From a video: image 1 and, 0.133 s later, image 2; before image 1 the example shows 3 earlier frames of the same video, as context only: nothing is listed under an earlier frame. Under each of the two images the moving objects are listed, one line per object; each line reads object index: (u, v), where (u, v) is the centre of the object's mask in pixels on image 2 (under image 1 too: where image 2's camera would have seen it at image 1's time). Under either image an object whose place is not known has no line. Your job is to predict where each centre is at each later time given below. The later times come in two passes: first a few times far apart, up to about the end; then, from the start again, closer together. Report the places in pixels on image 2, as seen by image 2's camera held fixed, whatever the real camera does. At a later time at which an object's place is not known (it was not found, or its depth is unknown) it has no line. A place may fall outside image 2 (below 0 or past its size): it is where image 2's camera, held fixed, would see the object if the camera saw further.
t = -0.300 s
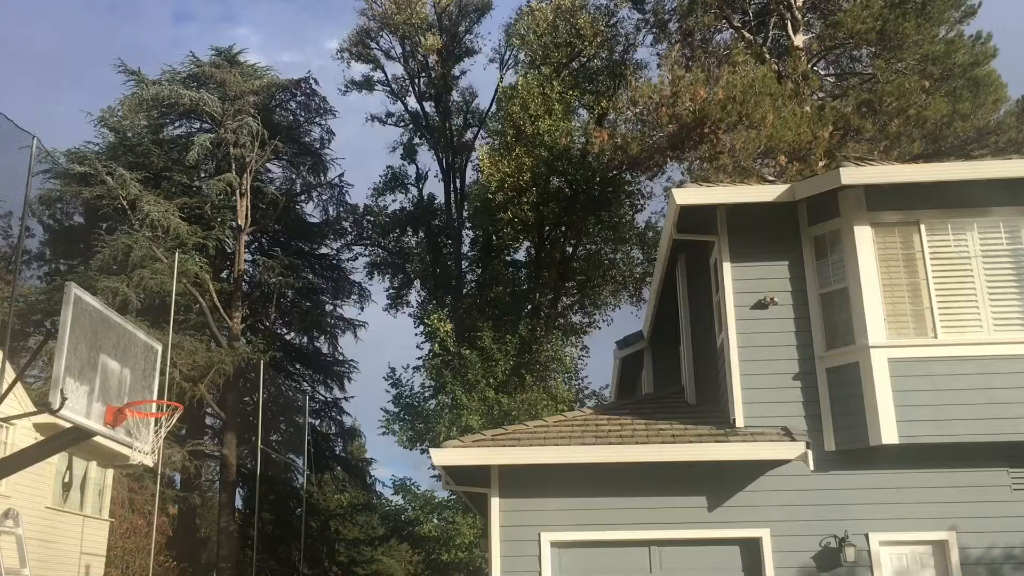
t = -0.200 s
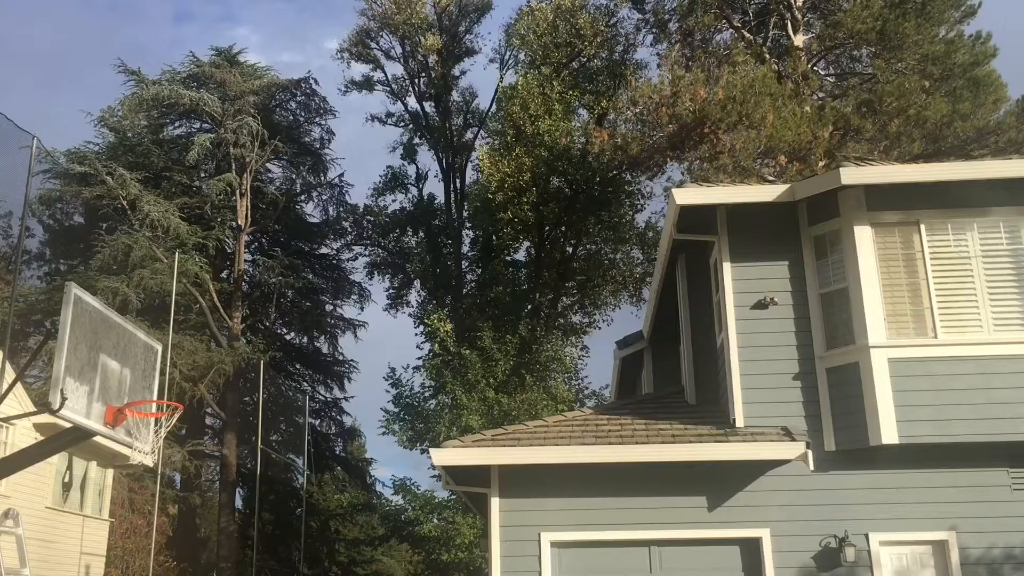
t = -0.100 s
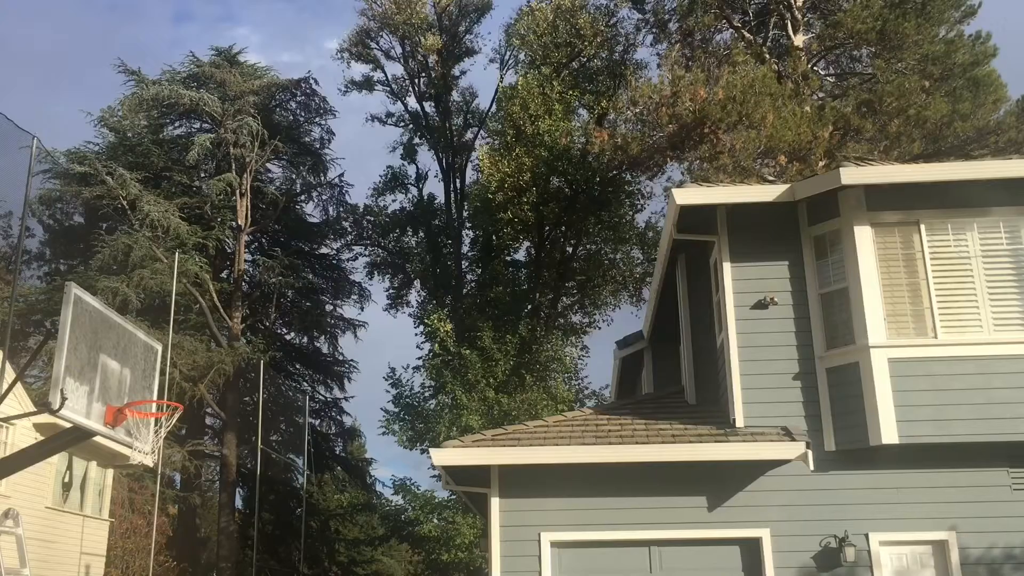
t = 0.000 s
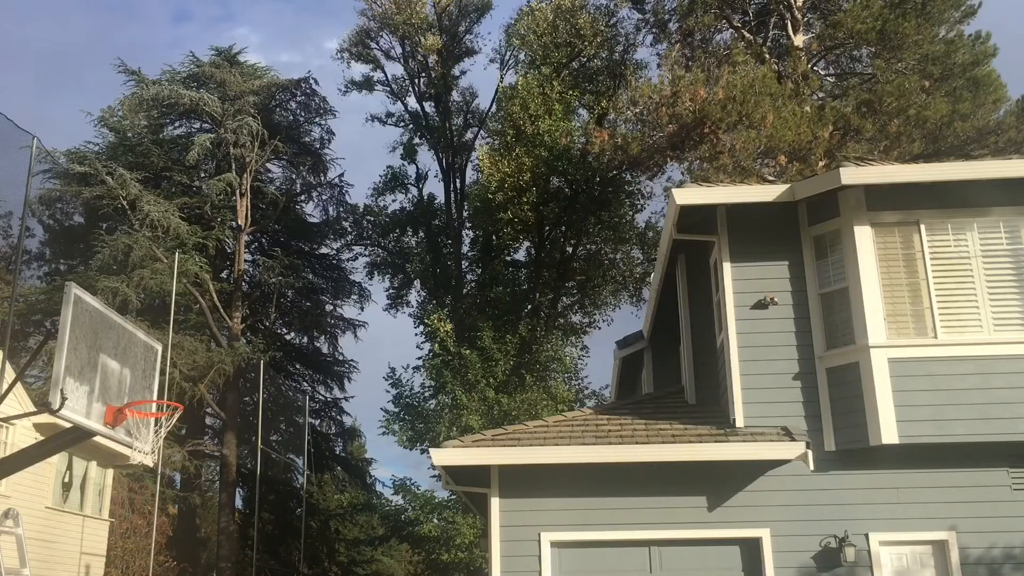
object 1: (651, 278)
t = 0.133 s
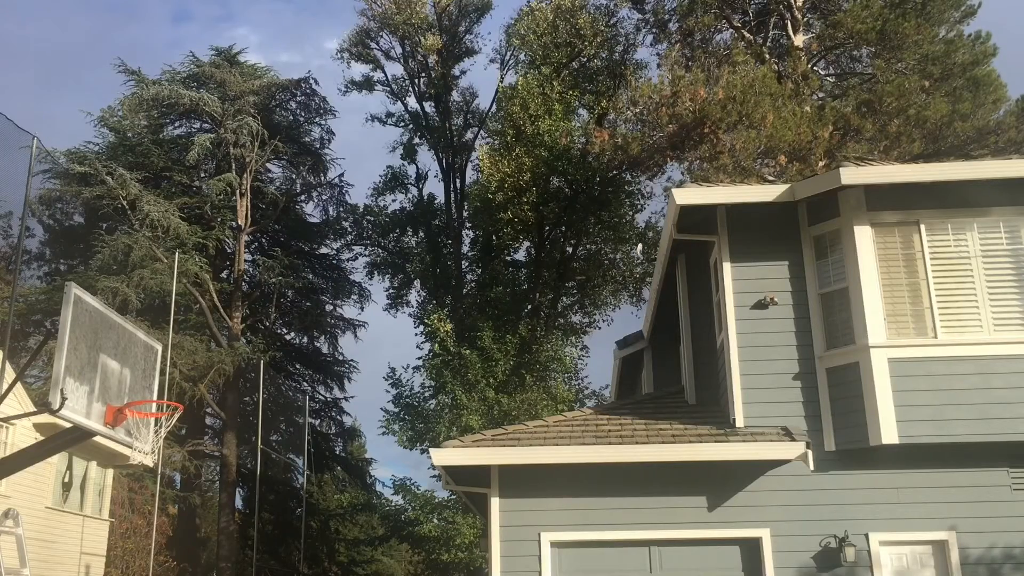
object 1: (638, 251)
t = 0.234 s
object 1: (628, 231)
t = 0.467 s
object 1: (592, 200)
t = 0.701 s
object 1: (541, 190)
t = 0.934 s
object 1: (465, 212)
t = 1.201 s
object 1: (320, 293)
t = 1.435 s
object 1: (121, 427)
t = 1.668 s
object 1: (117, 433)
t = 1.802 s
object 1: (112, 463)
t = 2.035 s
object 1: (95, 563)
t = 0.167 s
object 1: (636, 243)
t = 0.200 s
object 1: (631, 237)
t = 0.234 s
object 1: (628, 231)
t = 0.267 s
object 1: (624, 226)
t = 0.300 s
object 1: (619, 220)
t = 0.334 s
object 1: (613, 215)
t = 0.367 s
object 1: (608, 211)
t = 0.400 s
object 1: (603, 207)
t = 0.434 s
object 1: (598, 203)
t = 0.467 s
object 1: (592, 200)
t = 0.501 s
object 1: (585, 197)
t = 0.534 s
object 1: (579, 195)
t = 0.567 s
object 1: (572, 193)
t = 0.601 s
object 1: (565, 191)
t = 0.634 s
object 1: (558, 190)
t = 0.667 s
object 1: (550, 189)
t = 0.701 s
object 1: (541, 190)
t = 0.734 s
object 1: (532, 191)
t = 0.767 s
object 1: (525, 191)
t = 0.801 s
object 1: (514, 194)
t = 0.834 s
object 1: (502, 197)
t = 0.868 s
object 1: (491, 202)
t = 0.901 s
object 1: (478, 205)
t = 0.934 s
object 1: (465, 212)
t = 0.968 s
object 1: (451, 218)
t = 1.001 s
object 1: (436, 225)
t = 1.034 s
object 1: (421, 233)
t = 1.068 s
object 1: (403, 244)
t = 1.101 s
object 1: (384, 253)
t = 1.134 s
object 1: (365, 264)
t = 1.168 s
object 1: (343, 278)
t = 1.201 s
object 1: (320, 293)
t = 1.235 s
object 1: (296, 309)
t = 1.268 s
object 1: (268, 327)
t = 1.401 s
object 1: (136, 421)
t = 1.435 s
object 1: (121, 427)
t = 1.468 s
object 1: (119, 425)
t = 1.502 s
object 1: (119, 424)
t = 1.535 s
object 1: (118, 423)
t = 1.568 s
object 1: (119, 423)
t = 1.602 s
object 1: (117, 425)
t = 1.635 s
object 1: (118, 429)
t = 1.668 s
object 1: (117, 433)
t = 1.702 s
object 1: (115, 438)
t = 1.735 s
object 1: (116, 445)
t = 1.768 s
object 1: (115, 454)
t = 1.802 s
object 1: (112, 463)
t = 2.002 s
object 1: (98, 545)
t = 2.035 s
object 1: (95, 563)
